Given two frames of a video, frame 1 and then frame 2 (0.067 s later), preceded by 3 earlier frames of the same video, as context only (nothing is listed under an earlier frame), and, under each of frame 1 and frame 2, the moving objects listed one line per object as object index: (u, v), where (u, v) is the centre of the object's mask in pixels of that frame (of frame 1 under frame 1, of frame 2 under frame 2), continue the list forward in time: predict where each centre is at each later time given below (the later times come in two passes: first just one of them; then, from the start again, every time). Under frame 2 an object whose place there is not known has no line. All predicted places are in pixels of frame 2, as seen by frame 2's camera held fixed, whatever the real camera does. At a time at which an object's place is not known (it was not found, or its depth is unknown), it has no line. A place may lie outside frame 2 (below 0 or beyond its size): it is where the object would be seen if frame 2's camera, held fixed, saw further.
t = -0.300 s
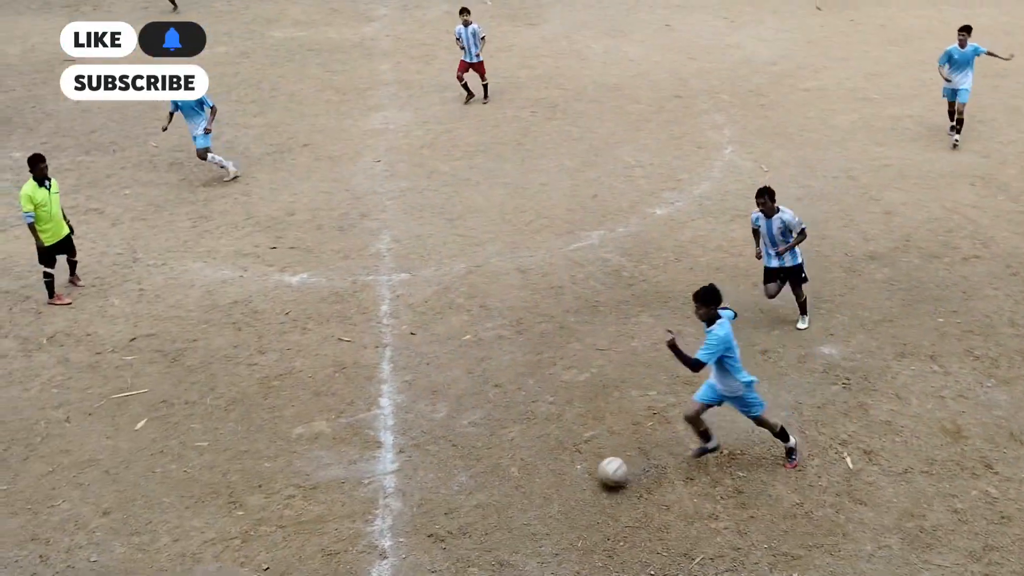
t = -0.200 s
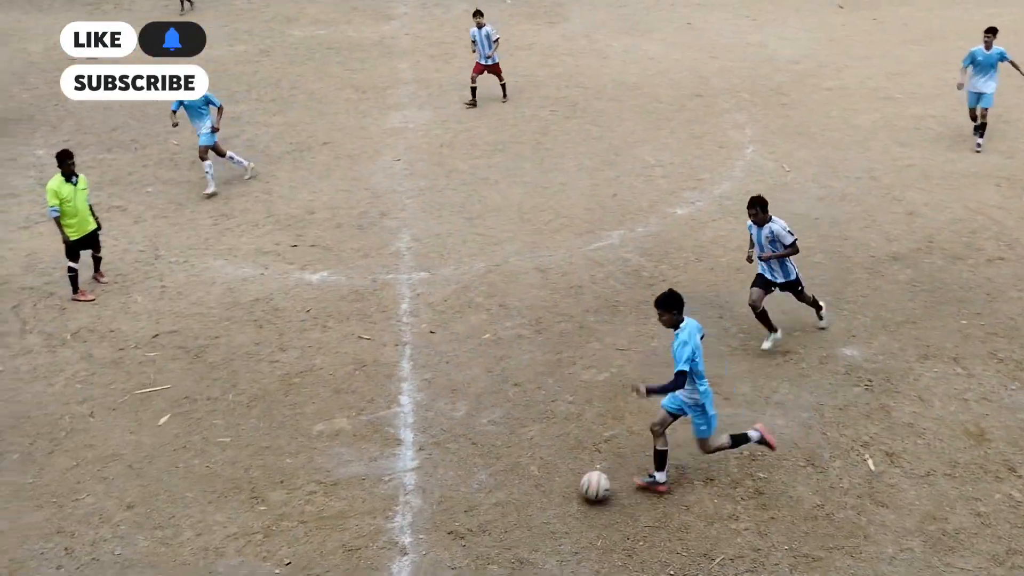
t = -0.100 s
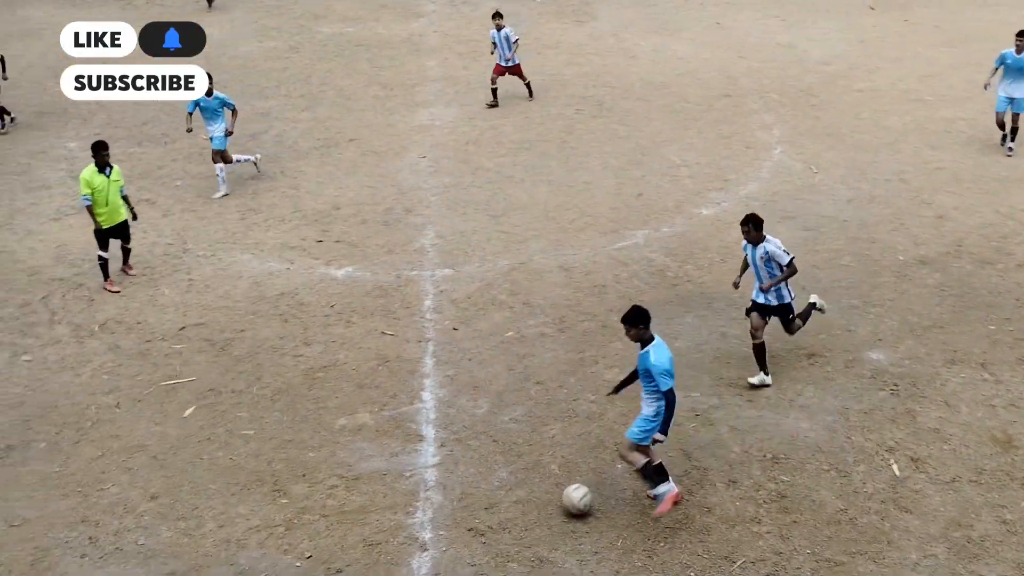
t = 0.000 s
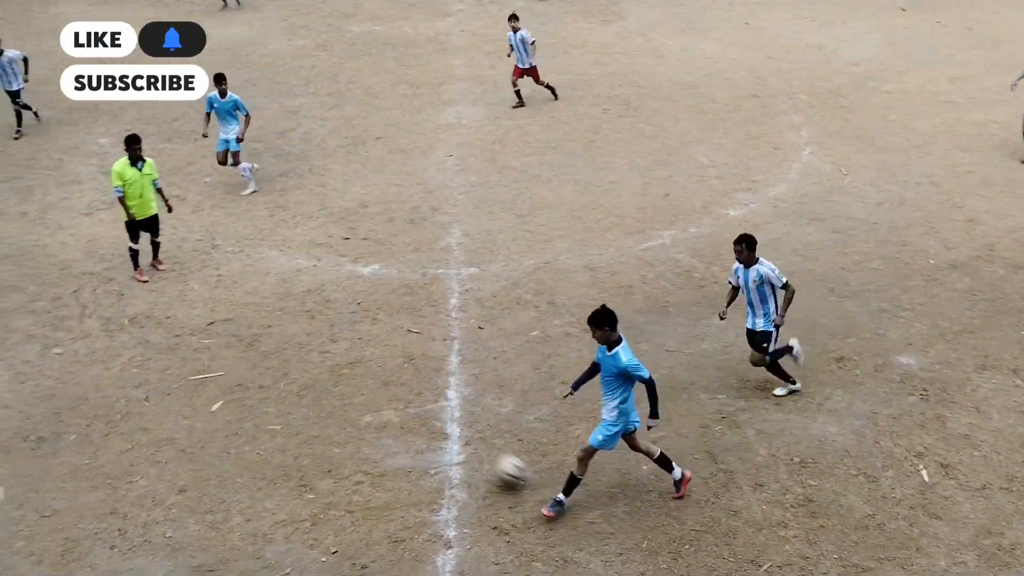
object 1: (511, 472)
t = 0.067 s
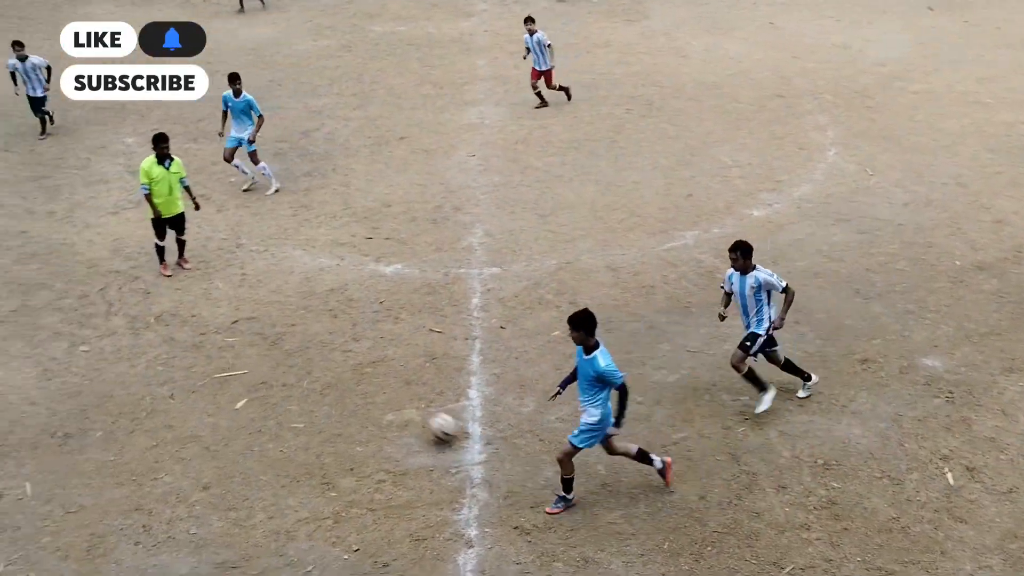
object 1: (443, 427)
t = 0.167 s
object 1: (333, 380)
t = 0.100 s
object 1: (404, 410)
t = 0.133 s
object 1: (367, 394)
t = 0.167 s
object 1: (333, 380)
